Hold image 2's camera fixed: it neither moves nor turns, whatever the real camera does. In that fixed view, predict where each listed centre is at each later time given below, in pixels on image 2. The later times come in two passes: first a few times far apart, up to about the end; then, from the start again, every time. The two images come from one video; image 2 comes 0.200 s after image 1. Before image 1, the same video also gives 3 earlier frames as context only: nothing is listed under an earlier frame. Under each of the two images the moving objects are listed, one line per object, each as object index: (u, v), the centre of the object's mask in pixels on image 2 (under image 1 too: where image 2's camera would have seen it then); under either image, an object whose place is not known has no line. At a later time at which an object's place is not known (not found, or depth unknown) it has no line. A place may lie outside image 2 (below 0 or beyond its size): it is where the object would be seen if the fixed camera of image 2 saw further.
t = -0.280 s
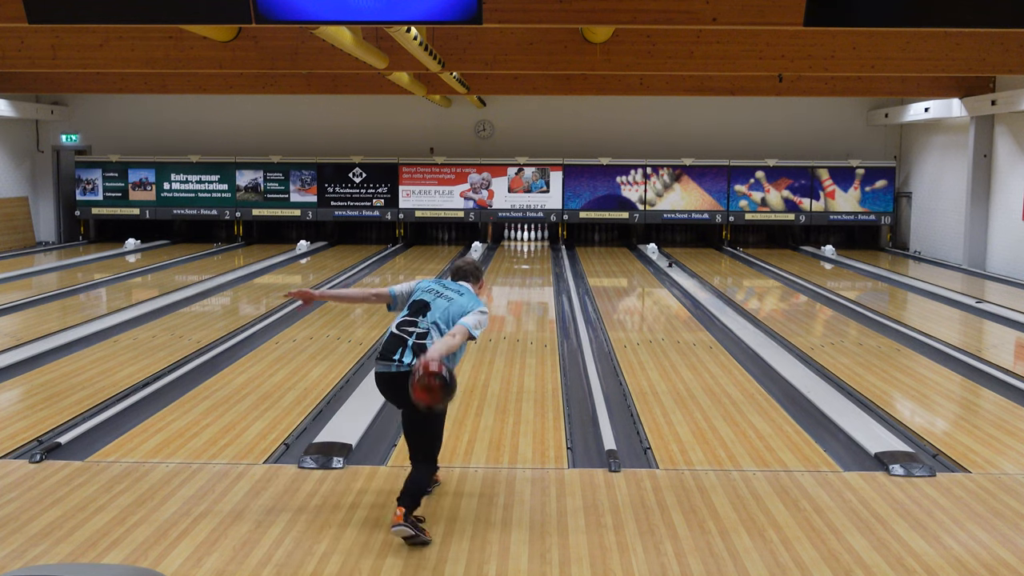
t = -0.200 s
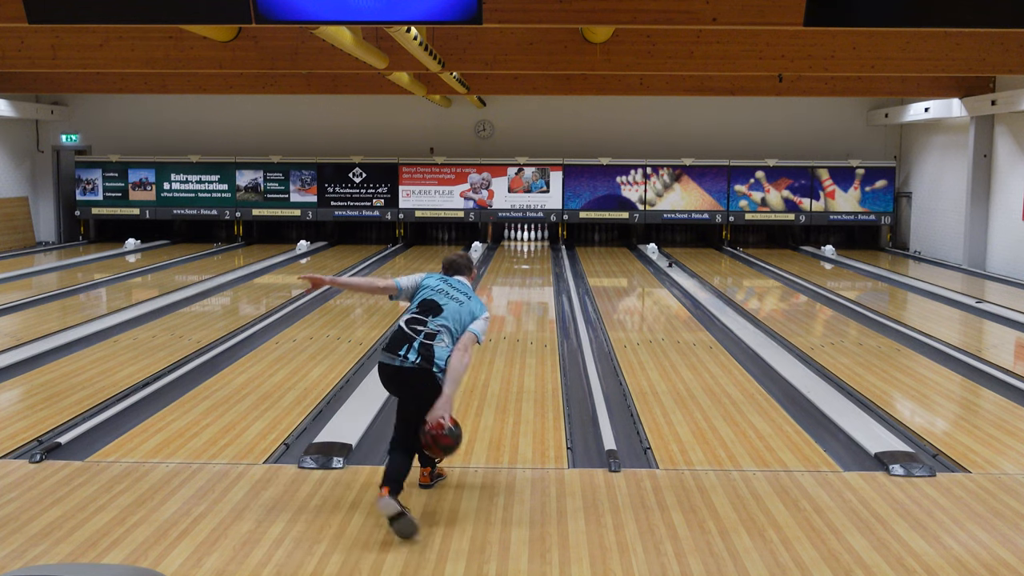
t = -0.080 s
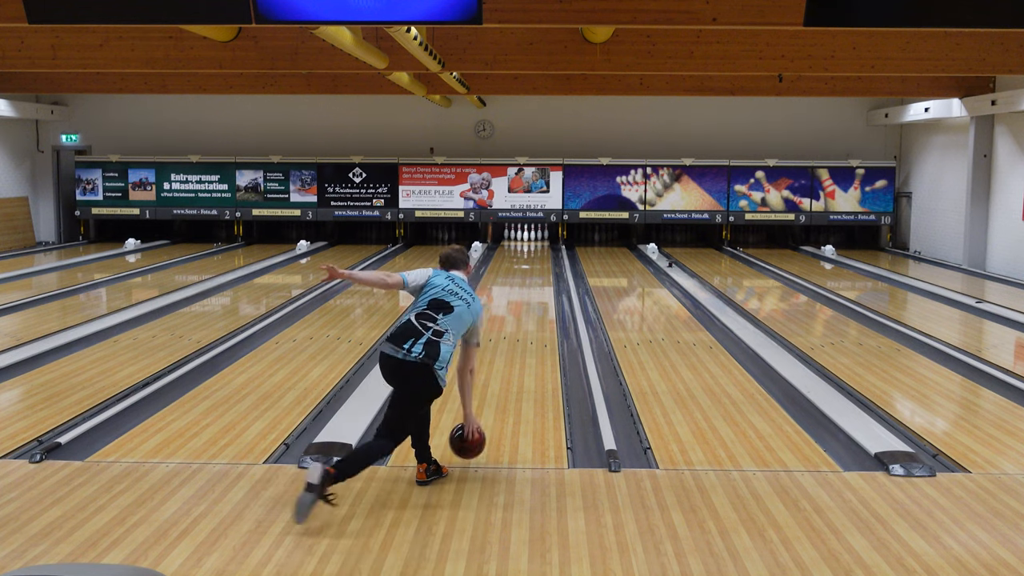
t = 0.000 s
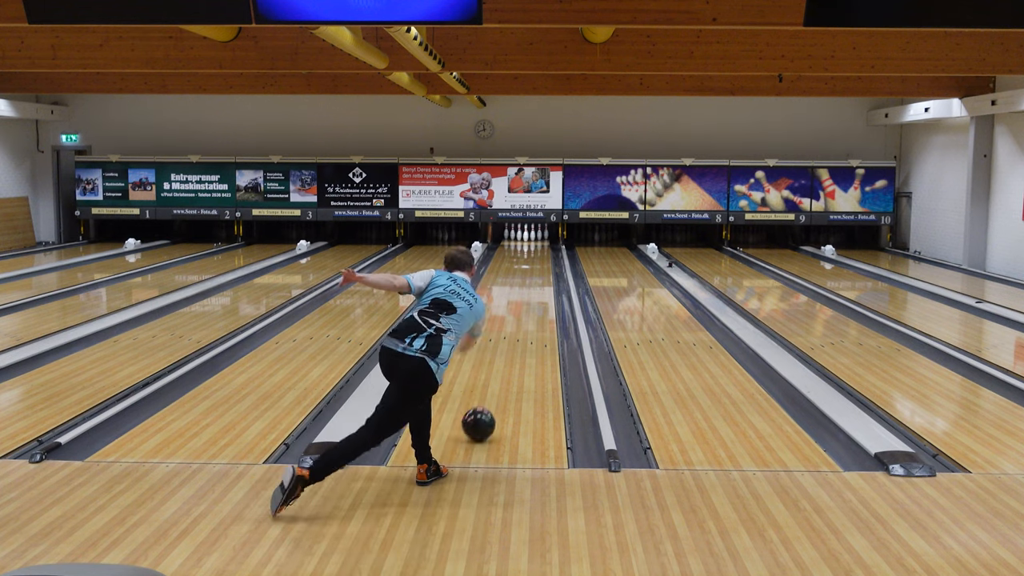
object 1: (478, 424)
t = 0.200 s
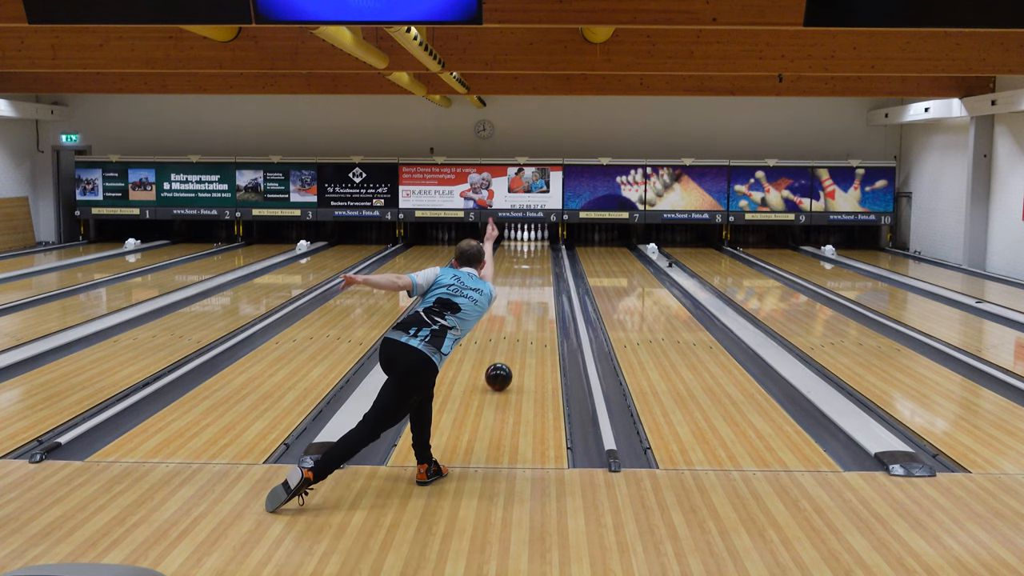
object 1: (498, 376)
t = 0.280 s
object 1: (504, 362)
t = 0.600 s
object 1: (523, 318)
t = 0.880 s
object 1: (530, 294)
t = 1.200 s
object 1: (536, 274)
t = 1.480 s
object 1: (539, 262)
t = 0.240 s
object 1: (502, 369)
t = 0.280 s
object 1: (504, 362)
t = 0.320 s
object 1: (507, 355)
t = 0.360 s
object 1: (509, 349)
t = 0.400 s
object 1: (512, 343)
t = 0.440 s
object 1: (514, 338)
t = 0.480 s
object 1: (516, 333)
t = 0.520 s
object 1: (518, 328)
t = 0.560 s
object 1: (520, 323)
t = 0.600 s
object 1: (523, 318)
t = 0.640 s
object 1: (523, 315)
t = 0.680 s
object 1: (524, 311)
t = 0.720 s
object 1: (525, 308)
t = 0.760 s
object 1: (527, 304)
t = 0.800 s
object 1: (528, 301)
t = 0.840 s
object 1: (529, 298)
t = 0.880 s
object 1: (530, 294)
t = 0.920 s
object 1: (531, 291)
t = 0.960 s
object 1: (532, 289)
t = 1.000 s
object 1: (533, 286)
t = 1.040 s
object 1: (533, 284)
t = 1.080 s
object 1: (534, 281)
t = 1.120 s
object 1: (535, 279)
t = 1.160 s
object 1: (535, 277)
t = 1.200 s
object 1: (536, 274)
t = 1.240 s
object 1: (537, 272)
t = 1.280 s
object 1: (537, 270)
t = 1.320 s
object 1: (538, 268)
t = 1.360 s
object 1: (538, 267)
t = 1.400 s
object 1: (539, 265)
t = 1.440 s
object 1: (539, 263)
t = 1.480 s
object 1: (539, 262)
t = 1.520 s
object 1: (540, 260)
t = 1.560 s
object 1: (540, 259)
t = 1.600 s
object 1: (540, 257)
